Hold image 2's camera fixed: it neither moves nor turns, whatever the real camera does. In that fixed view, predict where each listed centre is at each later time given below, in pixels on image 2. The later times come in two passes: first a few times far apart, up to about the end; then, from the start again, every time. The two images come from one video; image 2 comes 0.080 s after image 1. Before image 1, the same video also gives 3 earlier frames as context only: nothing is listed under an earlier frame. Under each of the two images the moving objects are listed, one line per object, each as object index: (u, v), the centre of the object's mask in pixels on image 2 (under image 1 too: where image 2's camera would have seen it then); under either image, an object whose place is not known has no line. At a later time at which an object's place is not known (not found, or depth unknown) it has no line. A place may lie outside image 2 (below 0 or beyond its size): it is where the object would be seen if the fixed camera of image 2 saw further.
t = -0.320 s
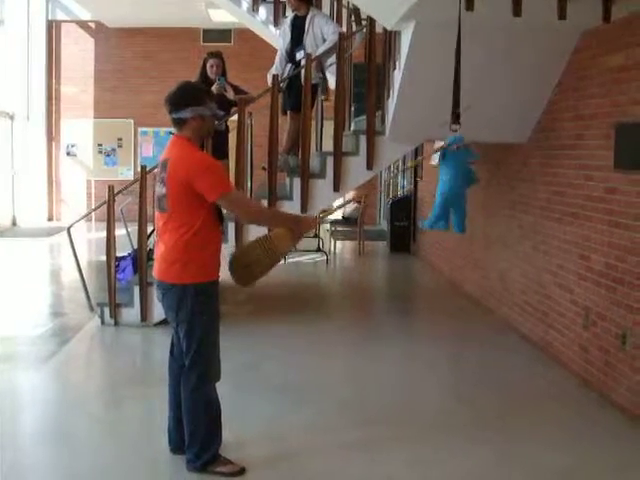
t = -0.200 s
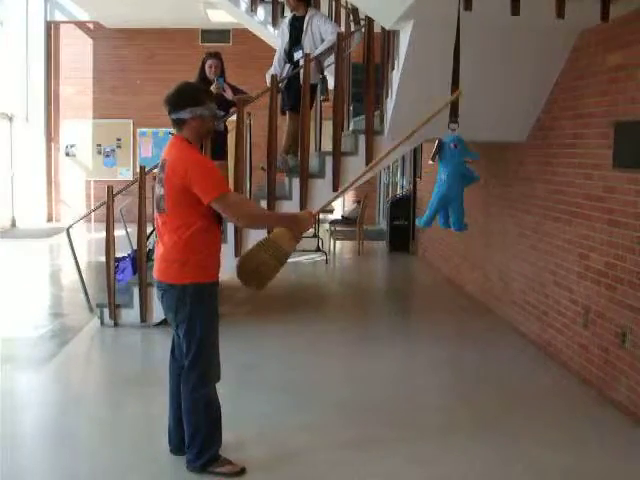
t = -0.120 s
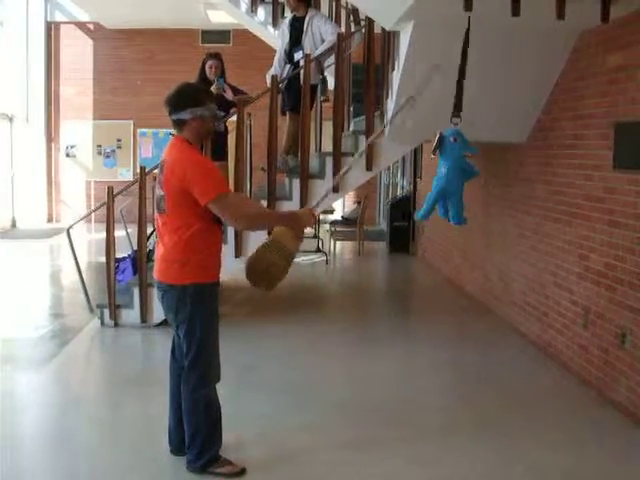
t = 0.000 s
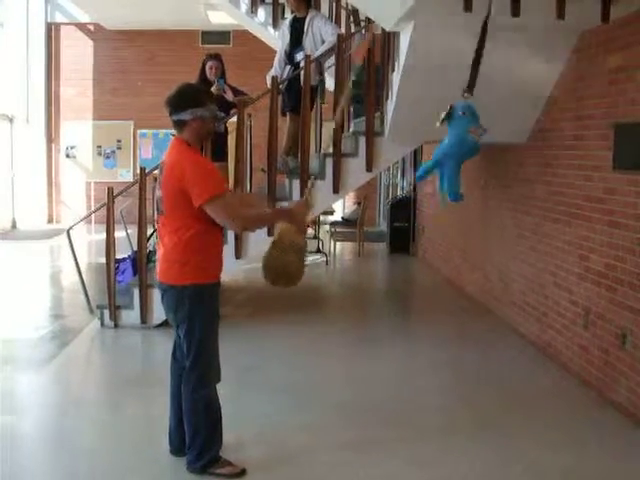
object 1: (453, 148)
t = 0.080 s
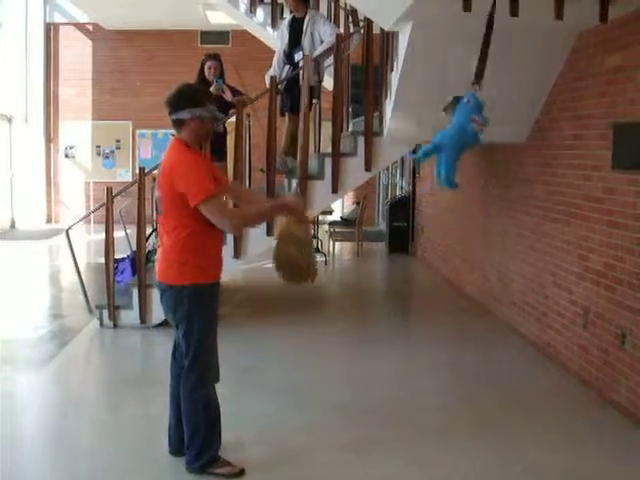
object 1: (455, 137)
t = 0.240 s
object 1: (466, 135)
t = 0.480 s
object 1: (492, 153)
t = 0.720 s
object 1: (514, 145)
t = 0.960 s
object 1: (538, 162)
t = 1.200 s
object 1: (530, 167)
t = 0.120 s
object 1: (457, 134)
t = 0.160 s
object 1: (459, 133)
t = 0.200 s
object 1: (462, 133)
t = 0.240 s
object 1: (466, 135)
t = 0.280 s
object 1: (470, 138)
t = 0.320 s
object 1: (473, 142)
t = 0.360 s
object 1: (479, 148)
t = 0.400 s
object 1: (484, 152)
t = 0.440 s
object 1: (489, 153)
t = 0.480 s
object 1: (492, 153)
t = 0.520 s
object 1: (495, 151)
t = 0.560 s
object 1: (498, 149)
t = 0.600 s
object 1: (502, 147)
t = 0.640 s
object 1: (507, 145)
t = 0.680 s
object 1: (510, 145)
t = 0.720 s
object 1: (514, 145)
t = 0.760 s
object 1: (518, 147)
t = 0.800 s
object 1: (523, 150)
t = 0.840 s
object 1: (528, 153)
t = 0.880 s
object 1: (533, 158)
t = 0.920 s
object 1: (535, 159)
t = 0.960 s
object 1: (538, 162)
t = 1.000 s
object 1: (538, 162)
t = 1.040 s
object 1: (538, 163)
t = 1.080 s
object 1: (536, 166)
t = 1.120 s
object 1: (535, 166)
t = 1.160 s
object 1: (532, 167)
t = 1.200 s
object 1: (530, 167)
